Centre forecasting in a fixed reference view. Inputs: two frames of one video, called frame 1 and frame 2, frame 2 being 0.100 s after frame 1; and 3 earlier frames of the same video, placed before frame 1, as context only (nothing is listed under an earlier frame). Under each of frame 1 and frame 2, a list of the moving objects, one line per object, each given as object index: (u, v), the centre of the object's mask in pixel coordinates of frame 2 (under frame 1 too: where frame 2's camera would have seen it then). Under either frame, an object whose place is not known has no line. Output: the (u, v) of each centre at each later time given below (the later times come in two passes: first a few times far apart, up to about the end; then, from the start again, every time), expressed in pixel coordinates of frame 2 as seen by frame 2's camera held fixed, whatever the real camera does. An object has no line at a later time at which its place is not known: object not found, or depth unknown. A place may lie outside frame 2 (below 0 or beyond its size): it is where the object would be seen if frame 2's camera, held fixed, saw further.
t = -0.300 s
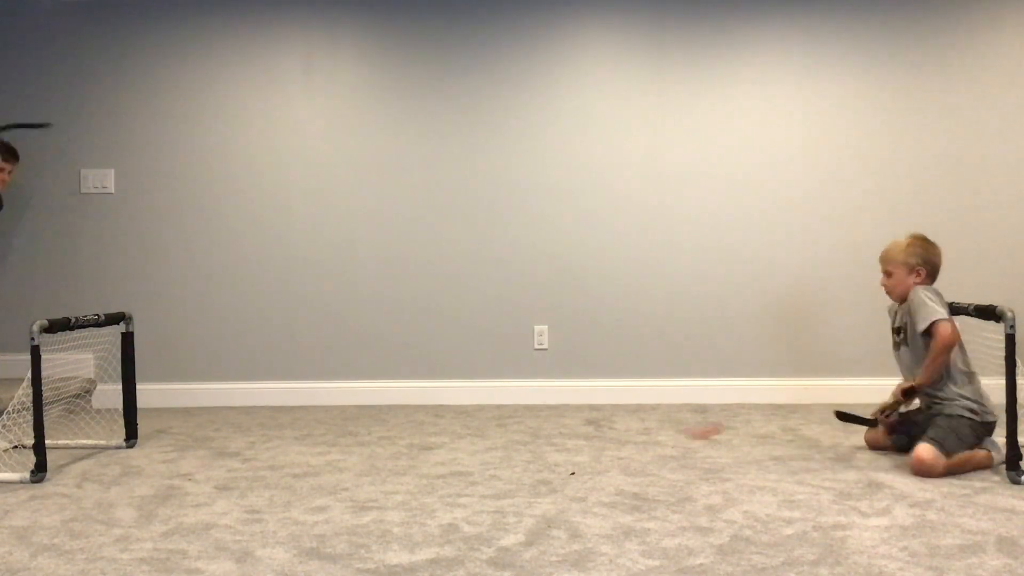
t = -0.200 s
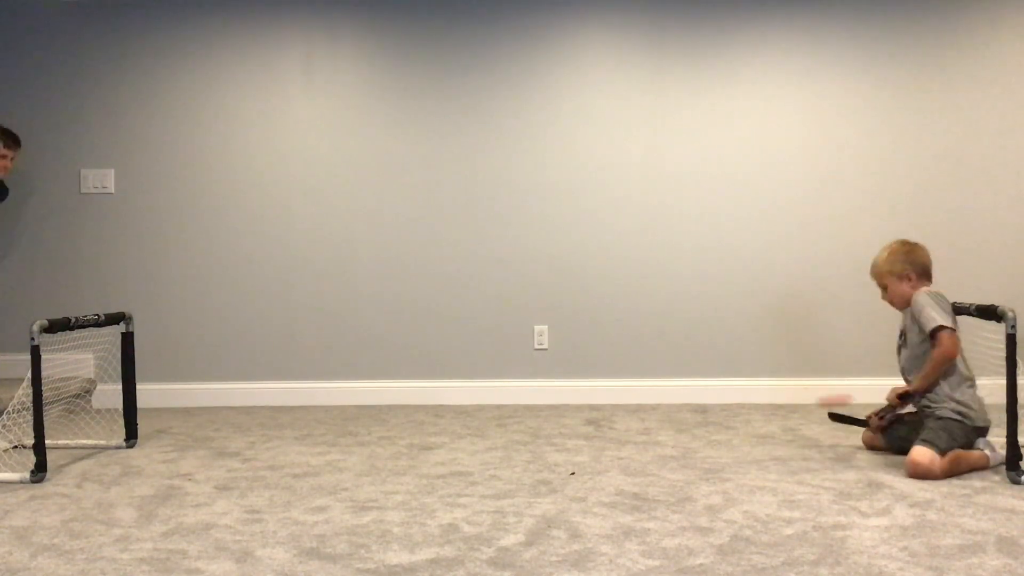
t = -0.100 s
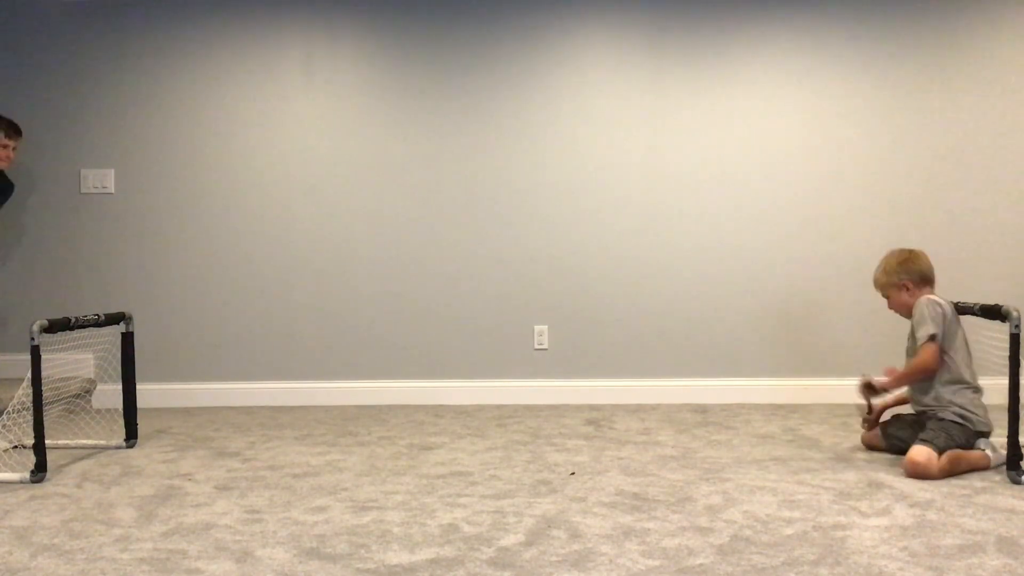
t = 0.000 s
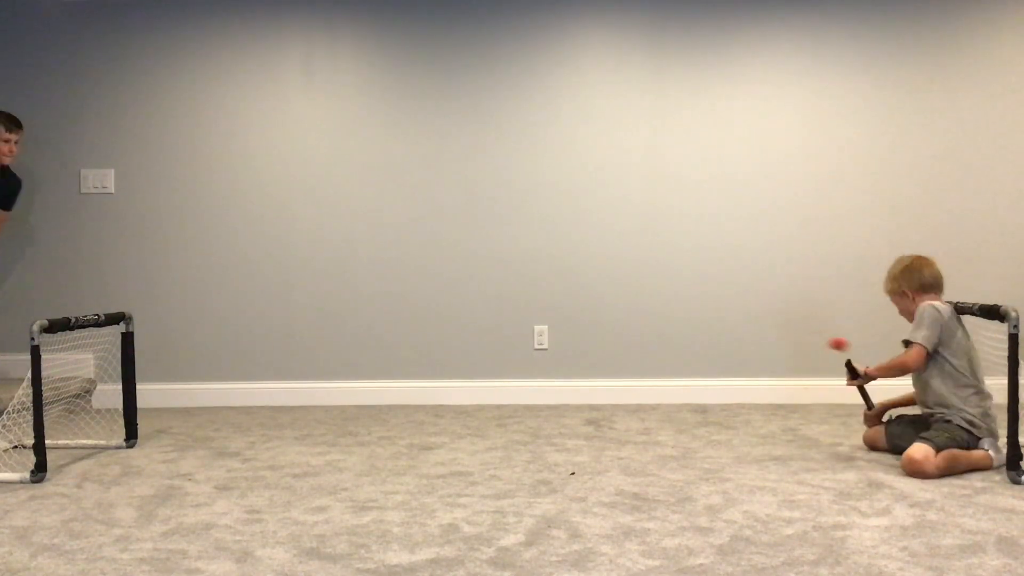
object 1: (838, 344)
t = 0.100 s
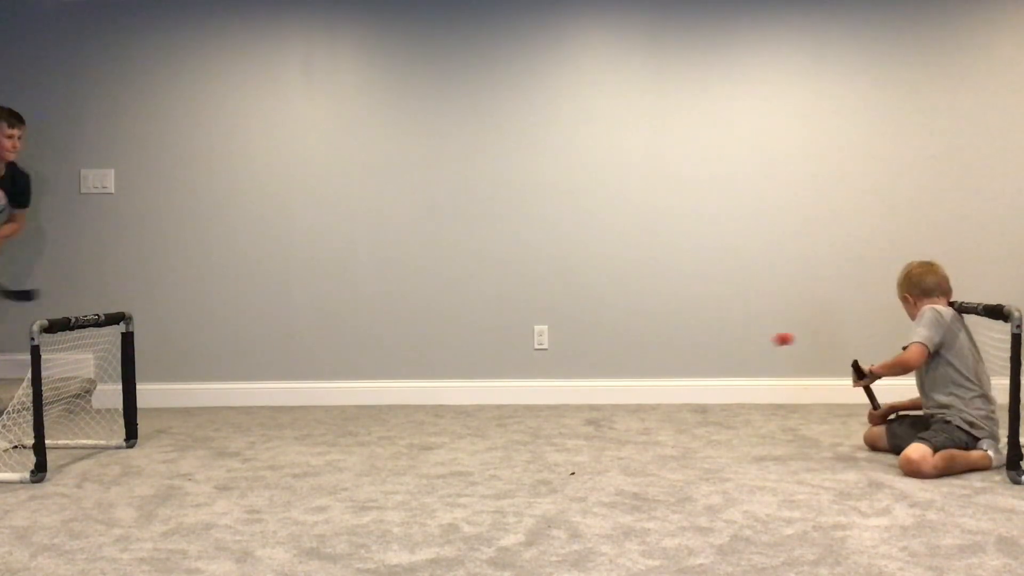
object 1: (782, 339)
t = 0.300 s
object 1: (676, 412)
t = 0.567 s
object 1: (623, 422)
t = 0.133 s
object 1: (764, 343)
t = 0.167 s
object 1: (746, 351)
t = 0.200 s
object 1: (729, 361)
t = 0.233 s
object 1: (711, 374)
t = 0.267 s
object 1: (693, 392)
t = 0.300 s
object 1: (676, 412)
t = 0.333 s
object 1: (658, 435)
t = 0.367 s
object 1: (644, 451)
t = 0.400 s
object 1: (640, 438)
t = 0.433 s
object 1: (637, 429)
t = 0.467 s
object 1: (633, 423)
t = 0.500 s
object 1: (630, 420)
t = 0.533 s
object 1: (627, 419)
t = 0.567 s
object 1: (623, 422)
